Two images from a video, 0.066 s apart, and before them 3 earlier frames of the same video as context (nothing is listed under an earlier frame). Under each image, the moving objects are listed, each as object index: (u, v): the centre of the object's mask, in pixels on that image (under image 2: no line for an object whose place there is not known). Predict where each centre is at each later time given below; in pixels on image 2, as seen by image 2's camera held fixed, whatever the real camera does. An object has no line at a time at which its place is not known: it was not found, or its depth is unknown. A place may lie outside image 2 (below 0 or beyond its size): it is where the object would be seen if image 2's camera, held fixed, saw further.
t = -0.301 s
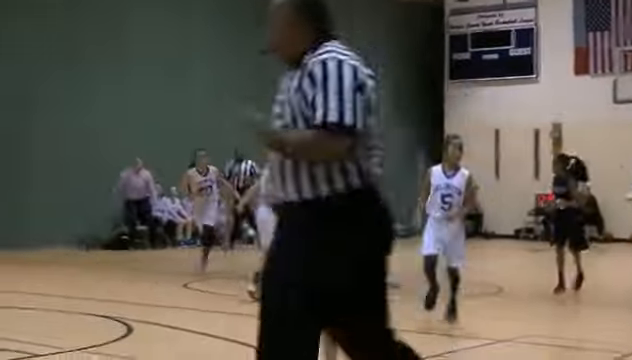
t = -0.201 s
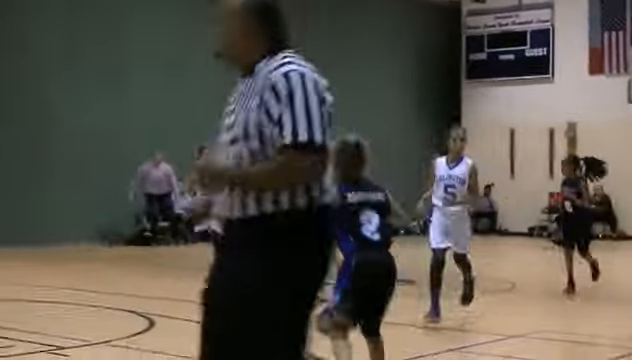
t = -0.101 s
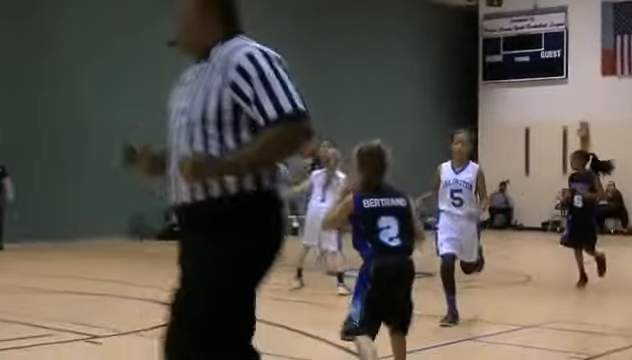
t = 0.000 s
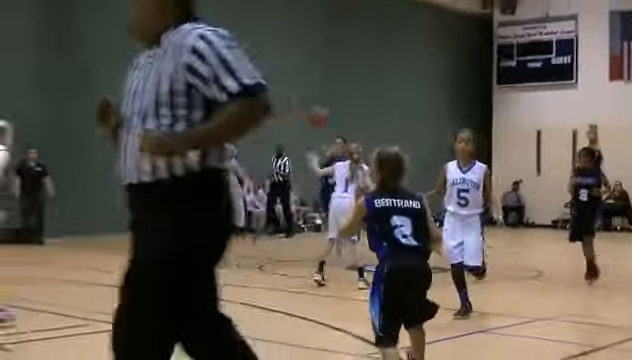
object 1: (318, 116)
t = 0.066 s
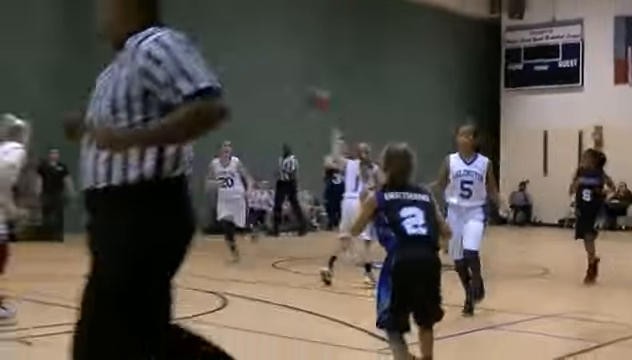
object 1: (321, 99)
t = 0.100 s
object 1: (316, 89)
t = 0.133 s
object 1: (314, 74)
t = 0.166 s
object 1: (301, 74)
